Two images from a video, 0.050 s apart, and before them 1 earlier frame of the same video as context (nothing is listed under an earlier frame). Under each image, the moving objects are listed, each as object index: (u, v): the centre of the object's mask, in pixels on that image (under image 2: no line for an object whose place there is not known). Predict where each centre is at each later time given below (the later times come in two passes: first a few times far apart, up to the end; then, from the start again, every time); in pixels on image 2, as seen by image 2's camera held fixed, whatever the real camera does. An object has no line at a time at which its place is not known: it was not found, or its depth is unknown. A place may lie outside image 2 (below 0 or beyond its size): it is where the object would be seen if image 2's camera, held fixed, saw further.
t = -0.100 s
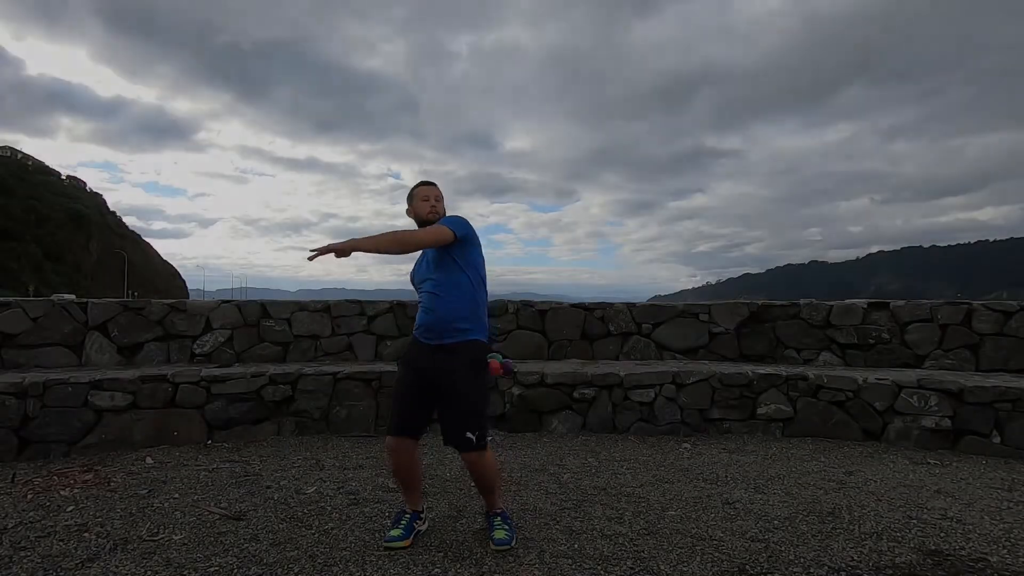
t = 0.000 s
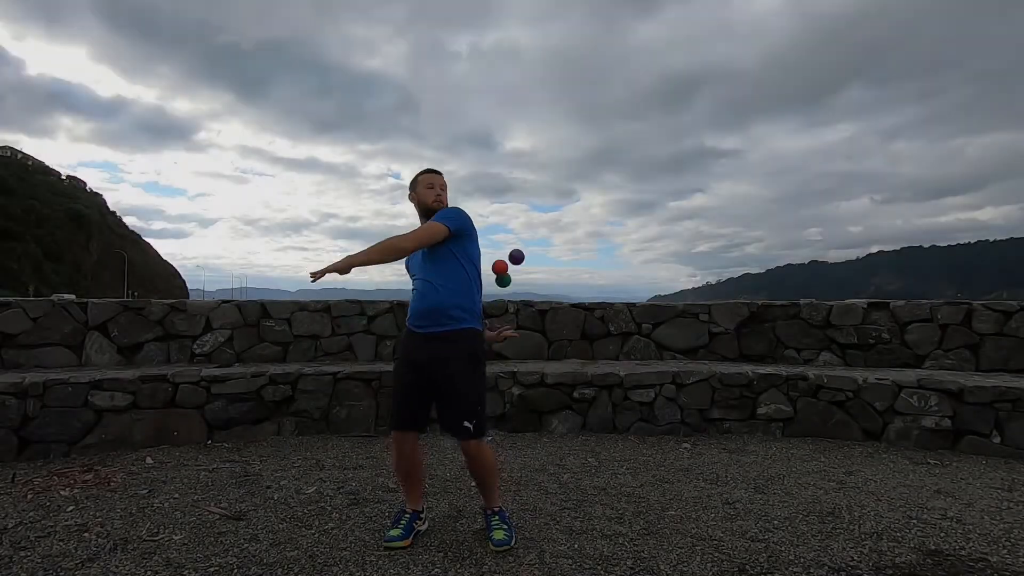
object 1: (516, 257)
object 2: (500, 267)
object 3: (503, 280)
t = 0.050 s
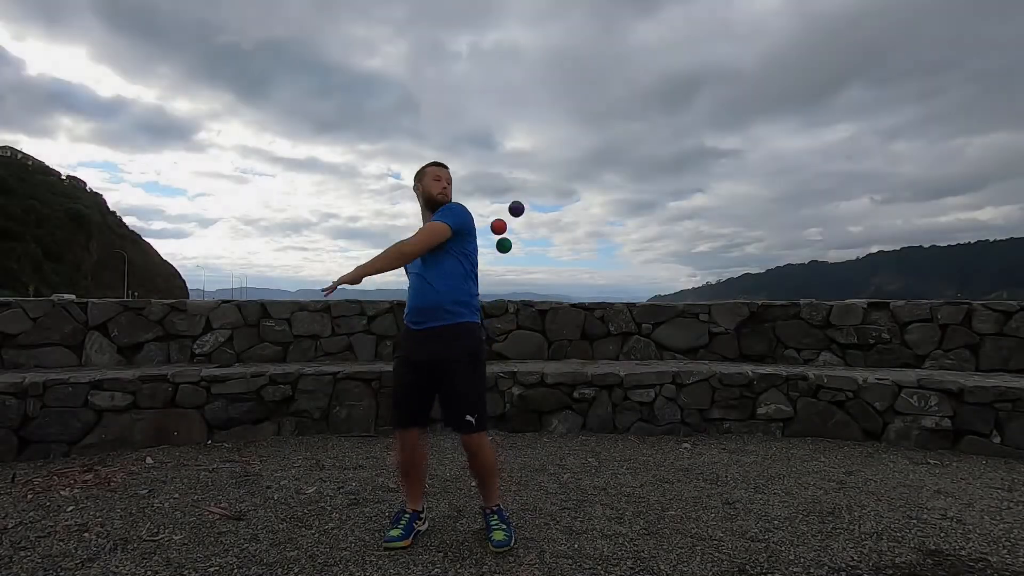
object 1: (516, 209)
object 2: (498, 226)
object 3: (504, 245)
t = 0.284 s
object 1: (516, 54)
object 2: (492, 106)
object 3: (507, 155)
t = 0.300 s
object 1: (516, 48)
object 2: (491, 103)
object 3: (507, 153)
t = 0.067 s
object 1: (516, 194)
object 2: (498, 214)
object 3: (504, 235)
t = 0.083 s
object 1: (516, 179)
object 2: (497, 202)
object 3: (504, 225)
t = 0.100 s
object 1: (516, 166)
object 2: (497, 191)
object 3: (504, 216)
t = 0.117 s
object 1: (516, 153)
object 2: (496, 180)
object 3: (504, 207)
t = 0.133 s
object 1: (516, 140)
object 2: (496, 170)
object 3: (505, 199)
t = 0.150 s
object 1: (516, 128)
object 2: (495, 160)
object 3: (505, 192)
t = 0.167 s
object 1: (516, 117)
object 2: (495, 151)
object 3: (505, 185)
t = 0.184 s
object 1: (516, 106)
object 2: (494, 143)
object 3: (505, 179)
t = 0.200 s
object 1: (516, 96)
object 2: (494, 135)
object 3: (506, 173)
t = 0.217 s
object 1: (516, 86)
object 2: (494, 128)
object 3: (506, 168)
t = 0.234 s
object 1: (516, 78)
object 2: (493, 122)
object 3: (506, 164)
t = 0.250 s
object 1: (516, 69)
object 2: (493, 116)
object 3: (506, 160)
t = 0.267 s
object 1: (516, 61)
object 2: (492, 111)
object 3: (507, 157)
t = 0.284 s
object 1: (516, 54)
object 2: (492, 106)
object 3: (507, 155)
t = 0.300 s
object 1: (516, 48)
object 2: (491, 103)
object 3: (507, 153)
